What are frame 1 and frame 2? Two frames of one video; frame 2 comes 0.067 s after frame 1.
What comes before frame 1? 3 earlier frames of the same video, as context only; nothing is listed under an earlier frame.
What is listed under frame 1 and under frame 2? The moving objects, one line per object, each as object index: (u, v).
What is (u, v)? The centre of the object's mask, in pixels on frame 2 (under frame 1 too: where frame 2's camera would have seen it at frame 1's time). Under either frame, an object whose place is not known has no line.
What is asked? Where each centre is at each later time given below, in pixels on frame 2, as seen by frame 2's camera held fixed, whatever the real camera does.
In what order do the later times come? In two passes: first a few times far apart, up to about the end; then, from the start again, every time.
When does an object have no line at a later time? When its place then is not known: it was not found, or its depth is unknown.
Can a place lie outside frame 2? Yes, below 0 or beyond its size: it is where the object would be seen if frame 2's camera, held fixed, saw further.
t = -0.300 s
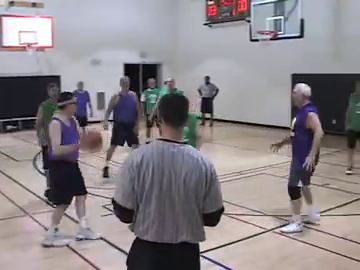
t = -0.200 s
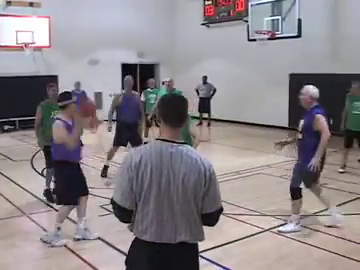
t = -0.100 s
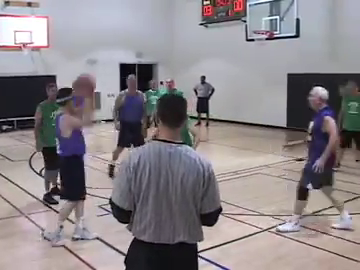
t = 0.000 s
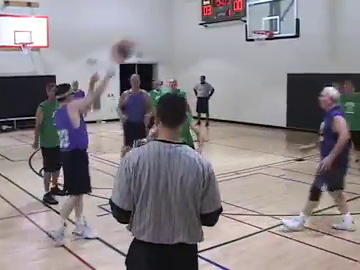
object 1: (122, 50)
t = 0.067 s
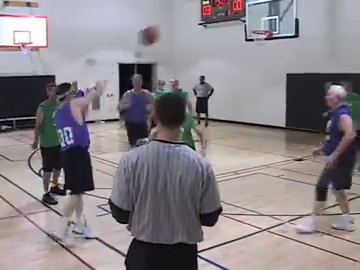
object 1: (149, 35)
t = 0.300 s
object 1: (216, 23)
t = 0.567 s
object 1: (260, 41)
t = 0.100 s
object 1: (160, 30)
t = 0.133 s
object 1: (171, 26)
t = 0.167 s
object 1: (181, 23)
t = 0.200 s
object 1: (190, 21)
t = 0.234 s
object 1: (198, 20)
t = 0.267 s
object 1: (206, 23)
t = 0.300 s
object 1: (216, 23)
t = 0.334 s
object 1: (222, 22)
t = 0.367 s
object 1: (227, 22)
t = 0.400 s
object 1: (234, 23)
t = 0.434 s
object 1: (240, 26)
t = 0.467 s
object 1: (245, 29)
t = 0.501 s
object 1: (250, 33)
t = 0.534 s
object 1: (256, 35)
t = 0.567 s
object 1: (260, 41)
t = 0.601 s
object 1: (264, 44)
